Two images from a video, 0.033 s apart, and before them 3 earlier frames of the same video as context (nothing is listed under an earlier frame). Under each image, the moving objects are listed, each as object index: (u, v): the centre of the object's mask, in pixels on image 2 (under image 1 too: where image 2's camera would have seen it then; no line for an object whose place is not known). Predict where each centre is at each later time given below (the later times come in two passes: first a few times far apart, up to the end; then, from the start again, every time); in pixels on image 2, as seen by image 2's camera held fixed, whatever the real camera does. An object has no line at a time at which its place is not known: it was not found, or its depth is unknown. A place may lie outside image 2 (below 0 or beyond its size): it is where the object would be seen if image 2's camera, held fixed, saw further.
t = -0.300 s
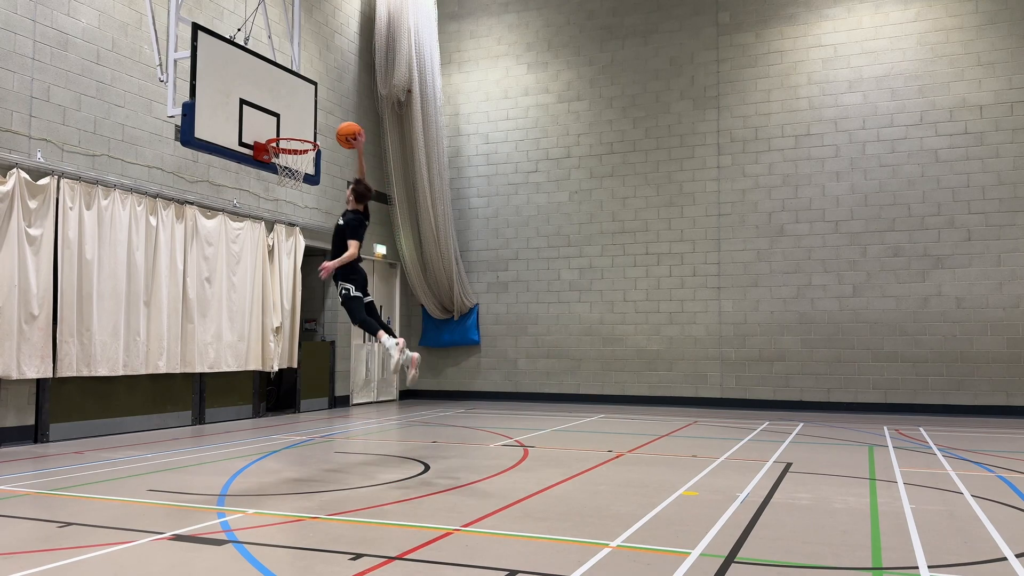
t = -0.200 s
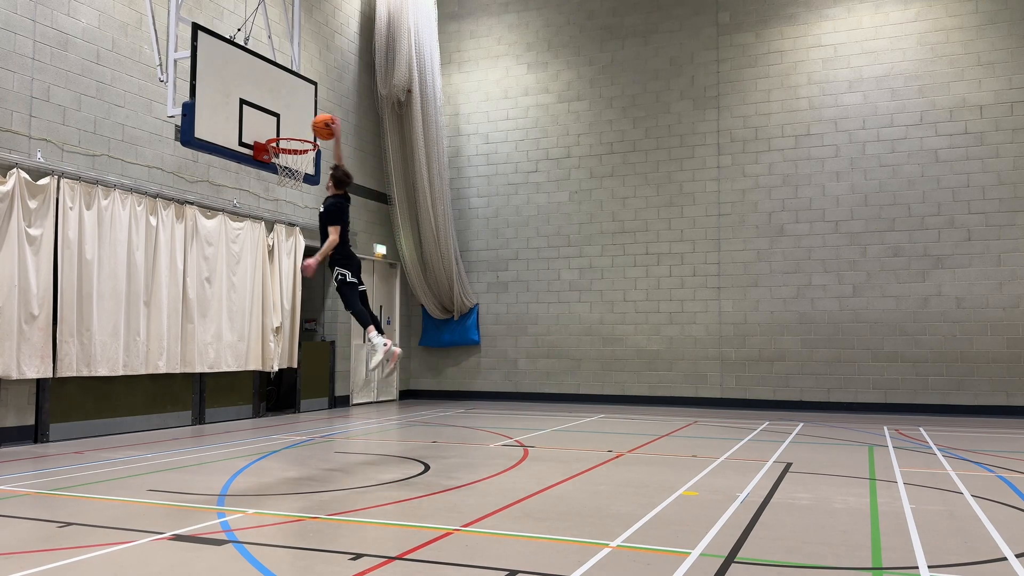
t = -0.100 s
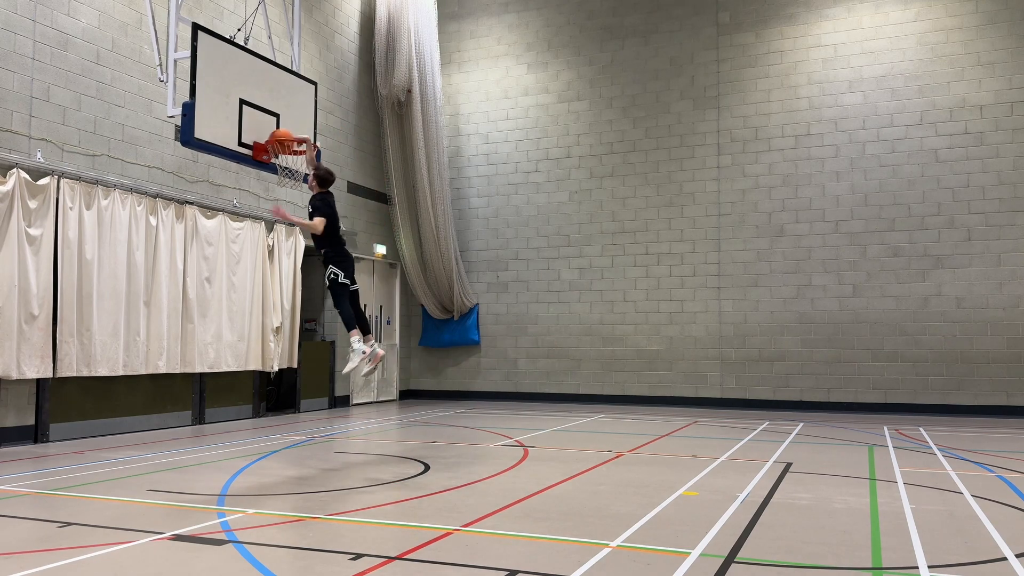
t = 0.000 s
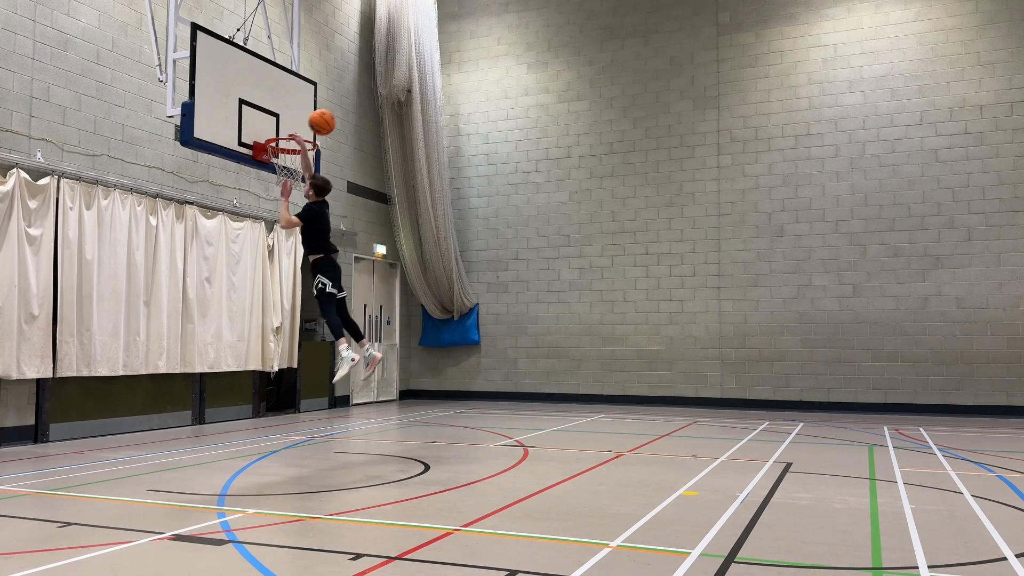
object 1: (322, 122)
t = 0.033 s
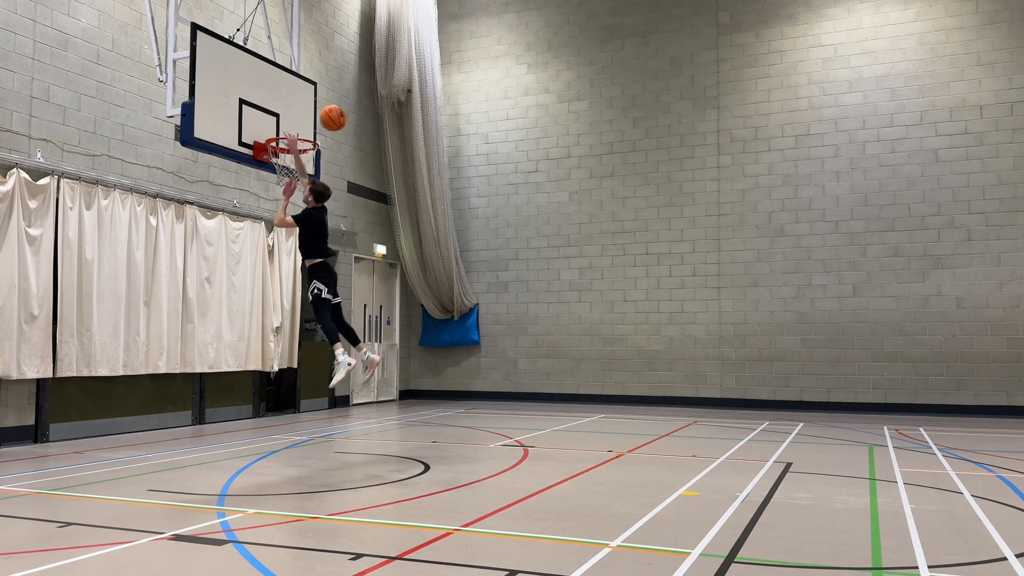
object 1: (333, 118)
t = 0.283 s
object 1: (419, 122)
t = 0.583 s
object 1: (523, 214)
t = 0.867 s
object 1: (622, 396)
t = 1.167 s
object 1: (707, 344)
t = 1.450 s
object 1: (782, 259)
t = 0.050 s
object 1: (339, 116)
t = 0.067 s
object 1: (344, 114)
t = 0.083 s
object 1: (350, 113)
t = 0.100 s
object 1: (356, 112)
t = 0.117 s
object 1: (362, 112)
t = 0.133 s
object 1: (367, 112)
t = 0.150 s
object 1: (373, 112)
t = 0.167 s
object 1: (379, 112)
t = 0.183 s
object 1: (384, 112)
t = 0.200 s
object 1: (390, 113)
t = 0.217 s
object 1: (396, 114)
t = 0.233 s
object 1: (401, 116)
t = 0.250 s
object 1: (407, 117)
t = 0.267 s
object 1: (413, 119)
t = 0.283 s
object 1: (419, 122)
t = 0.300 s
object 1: (425, 124)
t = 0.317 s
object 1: (430, 127)
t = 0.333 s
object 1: (436, 130)
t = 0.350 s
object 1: (442, 134)
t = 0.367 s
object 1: (448, 138)
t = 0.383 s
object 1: (454, 142)
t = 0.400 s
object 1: (459, 146)
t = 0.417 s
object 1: (465, 150)
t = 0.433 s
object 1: (471, 155)
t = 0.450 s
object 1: (477, 161)
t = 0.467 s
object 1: (482, 167)
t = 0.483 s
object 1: (488, 172)
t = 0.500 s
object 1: (494, 179)
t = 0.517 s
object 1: (500, 185)
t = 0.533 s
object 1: (506, 192)
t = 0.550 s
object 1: (511, 199)
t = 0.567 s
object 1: (517, 206)
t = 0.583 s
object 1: (523, 214)
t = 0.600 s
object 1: (529, 222)
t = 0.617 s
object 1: (534, 230)
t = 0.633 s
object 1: (540, 239)
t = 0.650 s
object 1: (546, 248)
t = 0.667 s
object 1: (552, 257)
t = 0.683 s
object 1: (558, 267)
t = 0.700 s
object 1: (564, 277)
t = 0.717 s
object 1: (570, 287)
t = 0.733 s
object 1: (575, 298)
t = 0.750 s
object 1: (581, 309)
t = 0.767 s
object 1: (587, 320)
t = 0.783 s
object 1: (592, 332)
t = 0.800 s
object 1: (598, 344)
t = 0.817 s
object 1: (604, 356)
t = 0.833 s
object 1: (611, 370)
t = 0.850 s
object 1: (617, 384)
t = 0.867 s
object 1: (622, 396)
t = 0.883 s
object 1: (629, 410)
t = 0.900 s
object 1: (635, 425)
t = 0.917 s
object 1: (641, 439)
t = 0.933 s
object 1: (647, 456)
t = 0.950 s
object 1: (654, 470)
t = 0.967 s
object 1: (658, 461)
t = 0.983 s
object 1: (662, 449)
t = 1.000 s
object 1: (666, 438)
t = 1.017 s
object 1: (670, 427)
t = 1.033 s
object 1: (675, 416)
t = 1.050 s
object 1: (679, 406)
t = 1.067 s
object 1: (682, 396)
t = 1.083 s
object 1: (687, 388)
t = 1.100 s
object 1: (691, 378)
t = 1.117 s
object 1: (695, 369)
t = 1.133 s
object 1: (699, 360)
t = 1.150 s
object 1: (703, 352)
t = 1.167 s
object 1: (707, 344)
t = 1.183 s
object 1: (712, 337)
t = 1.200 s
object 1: (716, 329)
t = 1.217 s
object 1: (721, 323)
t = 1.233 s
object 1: (725, 316)
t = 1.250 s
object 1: (729, 309)
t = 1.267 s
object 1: (733, 304)
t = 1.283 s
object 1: (738, 298)
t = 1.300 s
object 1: (742, 293)
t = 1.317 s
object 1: (746, 288)
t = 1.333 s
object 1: (751, 283)
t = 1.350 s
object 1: (755, 278)
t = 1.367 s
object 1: (760, 275)
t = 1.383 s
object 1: (764, 271)
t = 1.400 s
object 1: (769, 267)
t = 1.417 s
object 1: (773, 264)
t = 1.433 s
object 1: (778, 261)
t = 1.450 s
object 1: (782, 259)
